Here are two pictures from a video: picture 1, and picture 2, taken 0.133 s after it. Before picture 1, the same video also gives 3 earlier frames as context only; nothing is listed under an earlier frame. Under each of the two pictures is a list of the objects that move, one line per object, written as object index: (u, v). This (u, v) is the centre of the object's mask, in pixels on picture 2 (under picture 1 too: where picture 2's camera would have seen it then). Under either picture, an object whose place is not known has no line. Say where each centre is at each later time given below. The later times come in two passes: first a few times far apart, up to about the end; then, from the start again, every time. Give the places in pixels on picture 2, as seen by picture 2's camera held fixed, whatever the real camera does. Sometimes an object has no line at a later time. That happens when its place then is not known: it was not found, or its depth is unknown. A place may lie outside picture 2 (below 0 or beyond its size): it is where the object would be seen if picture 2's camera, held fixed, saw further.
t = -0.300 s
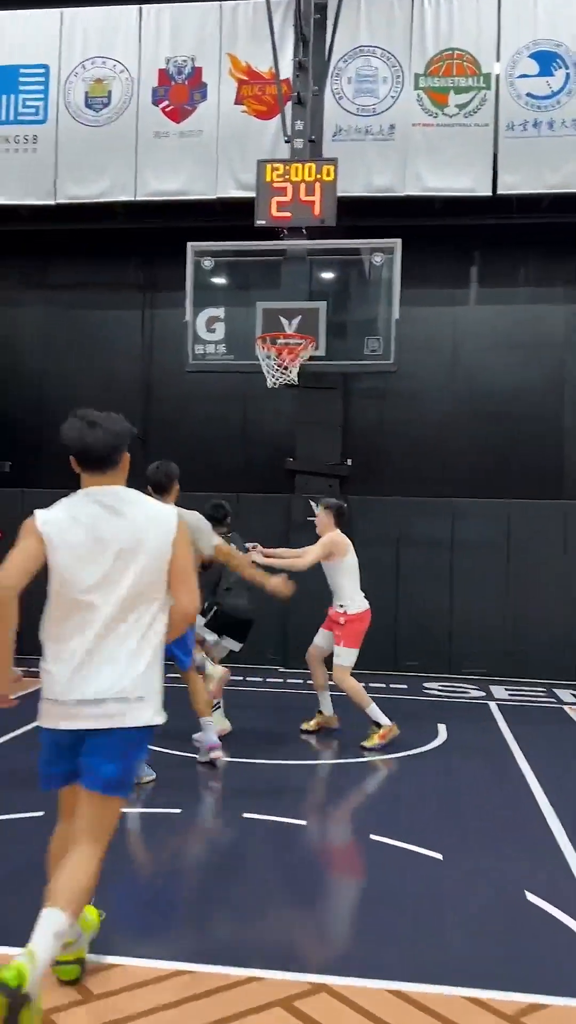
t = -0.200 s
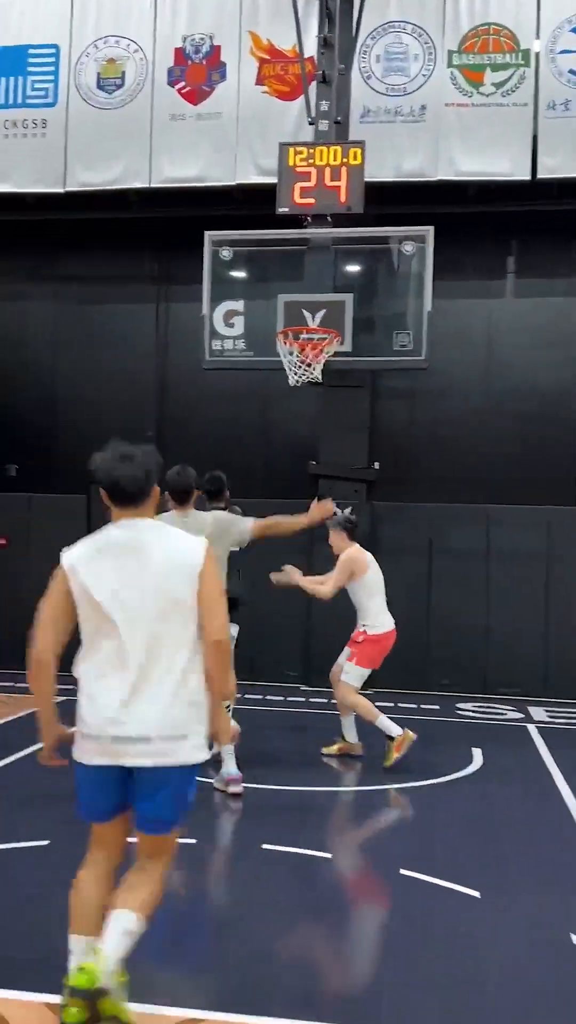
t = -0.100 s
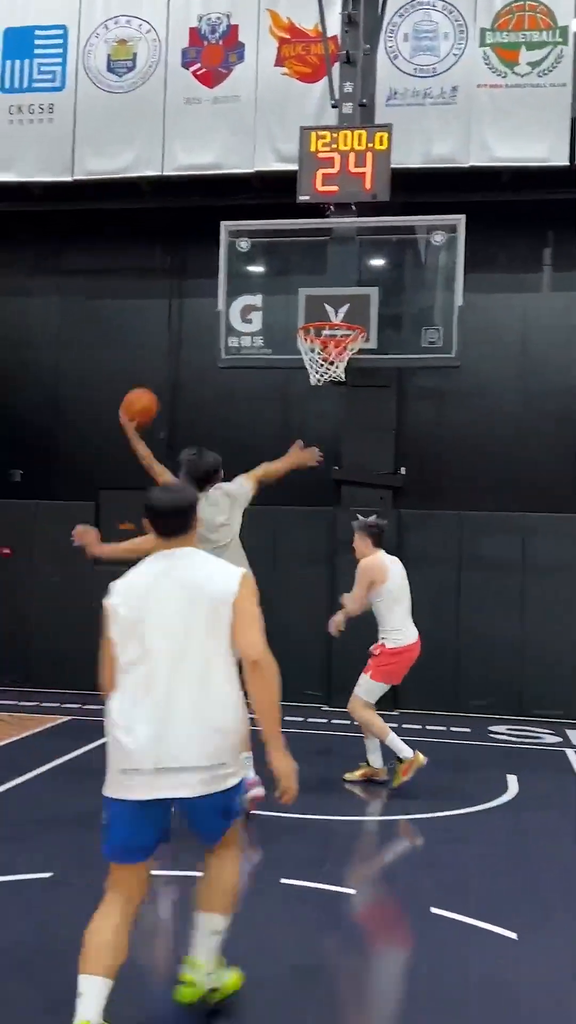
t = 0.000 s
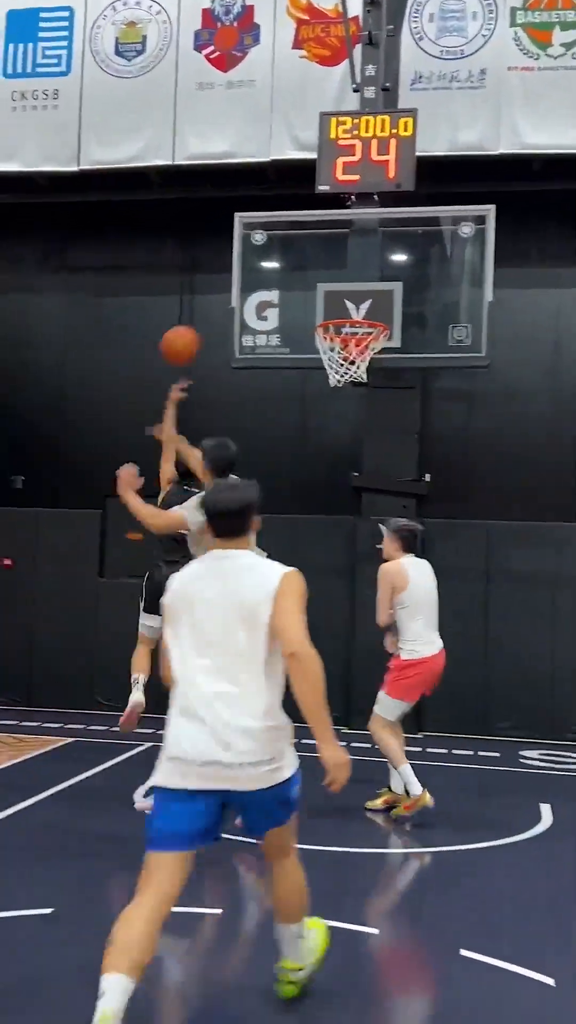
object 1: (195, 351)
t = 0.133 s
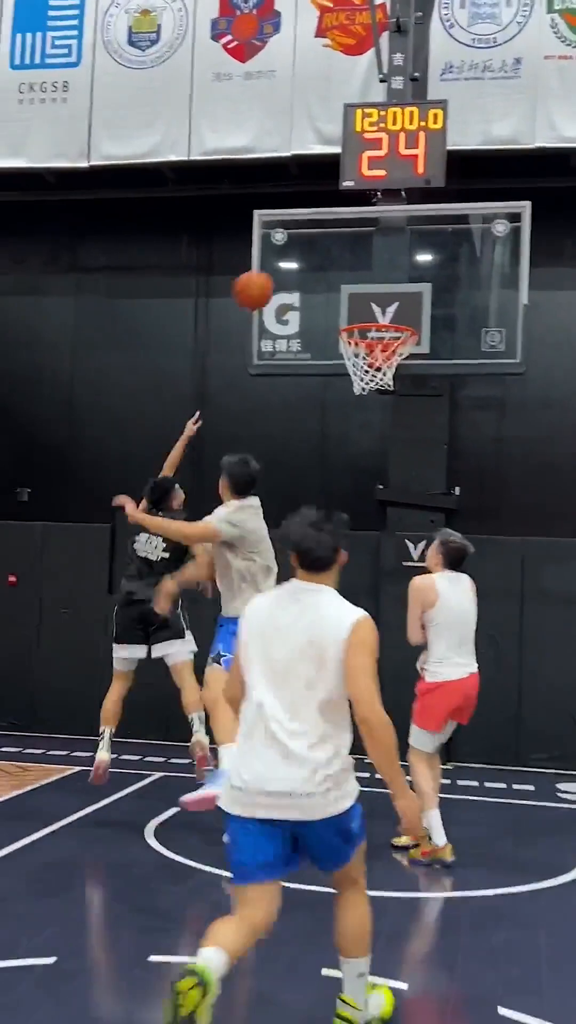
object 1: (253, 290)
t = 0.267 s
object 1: (310, 259)
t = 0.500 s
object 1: (380, 262)
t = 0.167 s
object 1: (268, 279)
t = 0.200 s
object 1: (283, 271)
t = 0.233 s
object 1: (296, 265)
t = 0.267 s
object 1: (310, 259)
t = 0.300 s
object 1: (322, 255)
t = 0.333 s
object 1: (336, 254)
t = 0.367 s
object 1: (349, 253)
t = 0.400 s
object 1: (361, 255)
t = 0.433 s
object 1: (368, 256)
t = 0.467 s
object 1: (374, 258)
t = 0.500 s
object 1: (380, 262)
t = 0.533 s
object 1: (385, 267)
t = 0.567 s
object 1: (390, 275)
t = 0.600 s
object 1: (397, 283)
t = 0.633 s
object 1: (402, 295)
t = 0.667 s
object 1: (409, 308)
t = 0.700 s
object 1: (407, 305)
